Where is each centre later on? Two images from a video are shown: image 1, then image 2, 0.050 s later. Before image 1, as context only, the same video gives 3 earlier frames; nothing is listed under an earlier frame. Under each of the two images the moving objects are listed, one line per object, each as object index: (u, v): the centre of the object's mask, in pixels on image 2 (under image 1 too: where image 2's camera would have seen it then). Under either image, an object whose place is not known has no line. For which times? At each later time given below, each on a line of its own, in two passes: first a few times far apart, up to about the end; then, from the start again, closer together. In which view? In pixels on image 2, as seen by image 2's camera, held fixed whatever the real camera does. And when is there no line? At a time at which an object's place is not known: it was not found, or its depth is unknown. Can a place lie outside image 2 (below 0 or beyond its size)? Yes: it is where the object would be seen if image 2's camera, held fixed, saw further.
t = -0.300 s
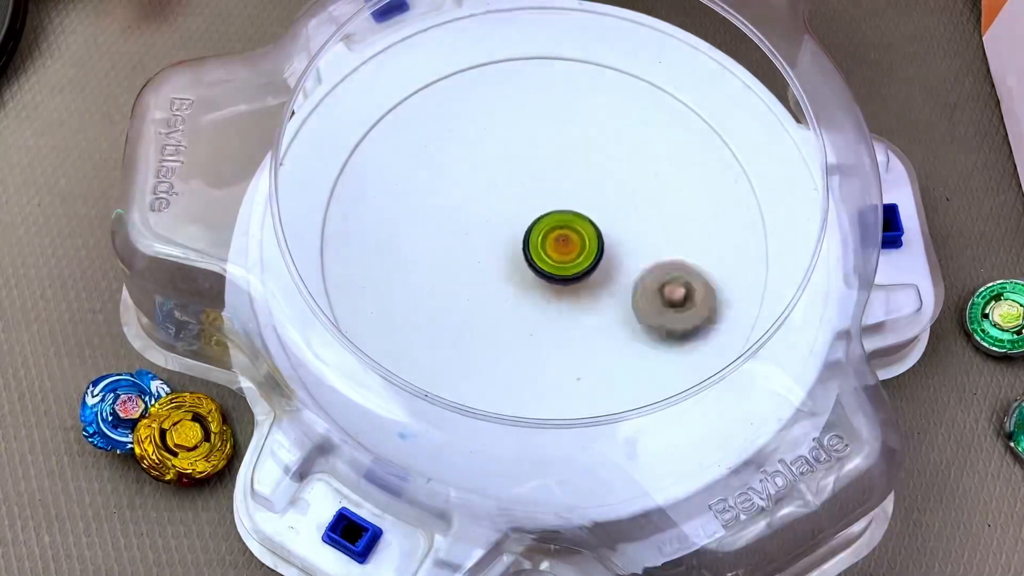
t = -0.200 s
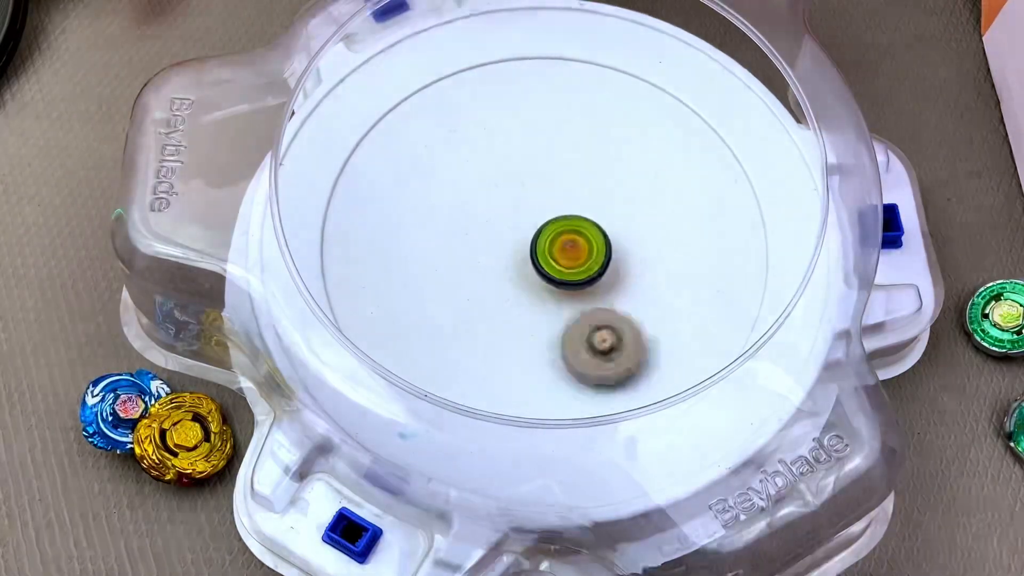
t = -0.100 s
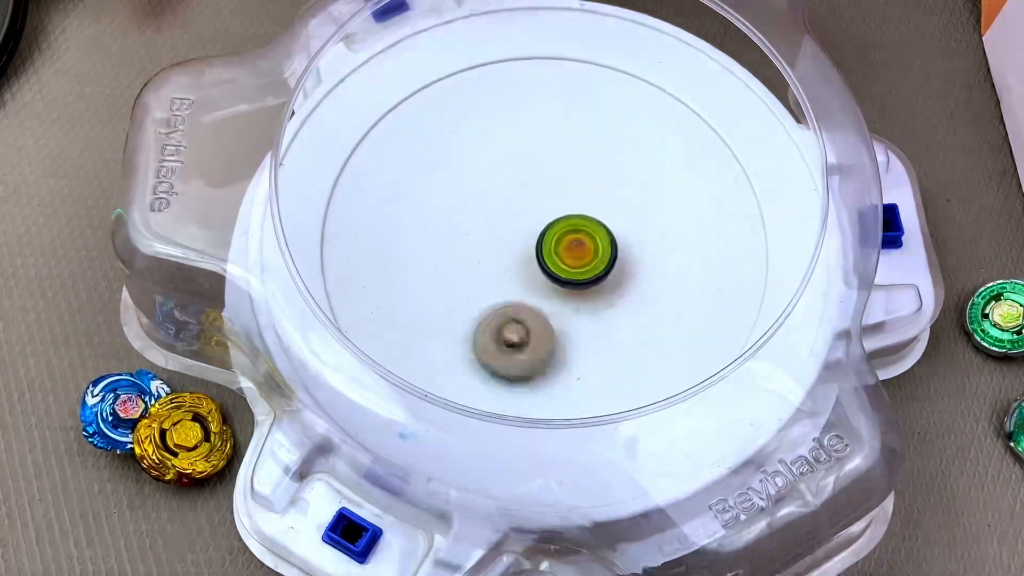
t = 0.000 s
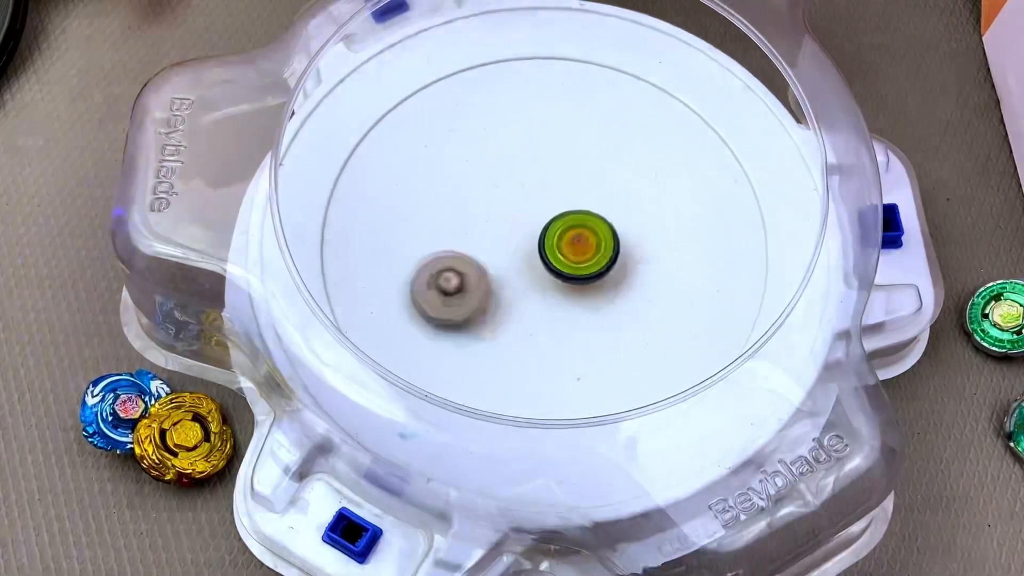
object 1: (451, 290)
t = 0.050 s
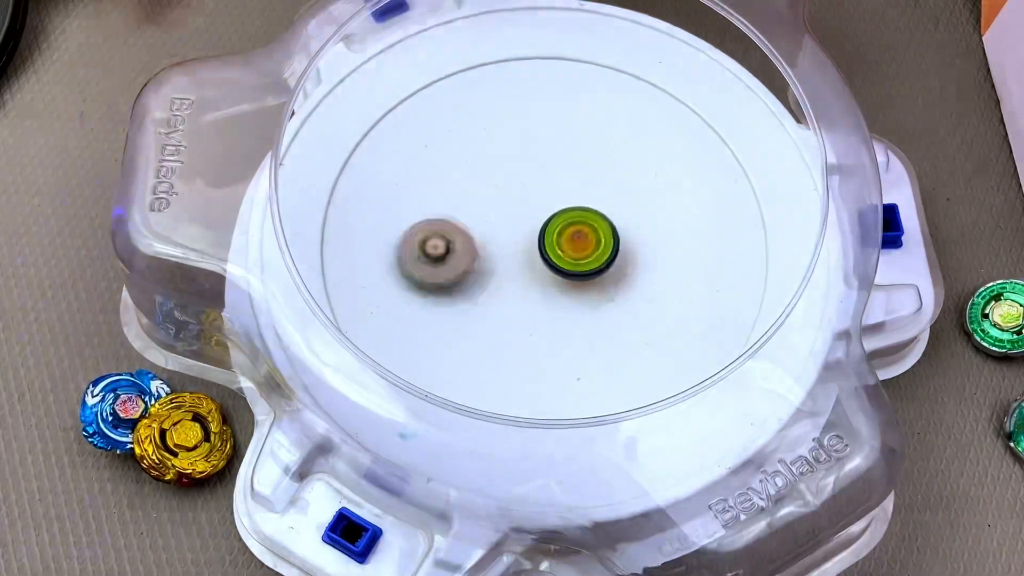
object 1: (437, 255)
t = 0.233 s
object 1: (498, 144)
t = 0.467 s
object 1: (663, 174)
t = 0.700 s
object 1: (612, 321)
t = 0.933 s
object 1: (450, 267)
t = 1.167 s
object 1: (505, 146)
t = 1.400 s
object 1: (653, 130)
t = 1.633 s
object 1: (697, 203)
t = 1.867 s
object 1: (660, 246)
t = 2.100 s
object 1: (649, 187)
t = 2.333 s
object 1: (572, 217)
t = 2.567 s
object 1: (656, 298)
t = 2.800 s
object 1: (798, 358)
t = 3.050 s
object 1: (599, 315)
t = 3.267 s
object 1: (486, 229)
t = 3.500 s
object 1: (505, 159)
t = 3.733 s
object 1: (578, 155)
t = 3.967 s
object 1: (604, 223)
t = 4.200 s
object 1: (559, 282)
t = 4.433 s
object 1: (494, 279)
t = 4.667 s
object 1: (502, 220)
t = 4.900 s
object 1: (579, 215)
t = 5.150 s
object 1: (615, 267)
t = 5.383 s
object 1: (560, 285)
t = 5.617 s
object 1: (538, 224)
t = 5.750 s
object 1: (560, 195)
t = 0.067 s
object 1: (435, 244)
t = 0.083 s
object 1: (435, 233)
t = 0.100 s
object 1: (437, 220)
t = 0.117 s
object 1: (440, 208)
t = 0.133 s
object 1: (444, 196)
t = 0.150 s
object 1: (451, 187)
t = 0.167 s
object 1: (458, 177)
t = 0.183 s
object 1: (467, 167)
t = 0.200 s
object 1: (476, 159)
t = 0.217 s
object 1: (487, 151)
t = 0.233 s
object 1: (498, 144)
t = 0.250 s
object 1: (510, 139)
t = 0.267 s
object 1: (522, 135)
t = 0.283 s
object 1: (535, 131)
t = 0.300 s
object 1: (548, 129)
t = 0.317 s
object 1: (561, 129)
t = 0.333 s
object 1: (574, 130)
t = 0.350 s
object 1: (588, 132)
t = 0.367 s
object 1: (600, 133)
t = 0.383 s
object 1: (613, 139)
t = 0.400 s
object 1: (625, 144)
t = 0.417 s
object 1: (635, 150)
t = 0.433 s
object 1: (646, 158)
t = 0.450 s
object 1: (655, 166)
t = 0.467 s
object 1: (663, 174)
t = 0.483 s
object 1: (670, 185)
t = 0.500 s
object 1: (673, 195)
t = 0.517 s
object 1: (678, 207)
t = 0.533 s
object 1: (679, 219)
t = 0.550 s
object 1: (679, 231)
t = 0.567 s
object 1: (677, 242)
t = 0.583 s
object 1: (674, 254)
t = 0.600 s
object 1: (670, 267)
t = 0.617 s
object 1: (665, 277)
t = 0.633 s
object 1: (655, 288)
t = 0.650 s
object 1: (646, 299)
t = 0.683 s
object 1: (624, 314)
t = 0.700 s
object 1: (612, 321)
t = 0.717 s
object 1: (600, 325)
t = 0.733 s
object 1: (585, 328)
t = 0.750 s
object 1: (570, 330)
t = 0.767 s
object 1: (556, 331)
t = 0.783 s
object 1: (542, 331)
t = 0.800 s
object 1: (528, 328)
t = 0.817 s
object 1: (516, 323)
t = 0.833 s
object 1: (505, 319)
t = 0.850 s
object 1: (492, 311)
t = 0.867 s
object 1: (481, 305)
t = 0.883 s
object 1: (470, 297)
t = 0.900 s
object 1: (462, 287)
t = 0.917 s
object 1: (456, 277)
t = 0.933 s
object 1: (450, 267)
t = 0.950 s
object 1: (445, 256)
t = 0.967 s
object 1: (442, 244)
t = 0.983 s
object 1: (441, 233)
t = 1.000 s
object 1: (441, 222)
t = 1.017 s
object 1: (443, 212)
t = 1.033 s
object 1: (447, 201)
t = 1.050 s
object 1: (452, 191)
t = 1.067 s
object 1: (457, 182)
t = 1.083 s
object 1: (464, 173)
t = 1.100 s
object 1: (471, 166)
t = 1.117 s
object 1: (478, 159)
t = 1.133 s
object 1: (487, 154)
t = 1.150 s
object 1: (497, 150)
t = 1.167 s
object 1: (505, 146)
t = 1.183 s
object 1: (516, 144)
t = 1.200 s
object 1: (525, 143)
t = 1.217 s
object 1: (534, 142)
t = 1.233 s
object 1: (545, 143)
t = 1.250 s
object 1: (555, 144)
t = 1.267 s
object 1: (564, 146)
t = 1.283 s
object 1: (574, 148)
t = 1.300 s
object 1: (583, 151)
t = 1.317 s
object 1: (592, 155)
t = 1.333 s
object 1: (603, 154)
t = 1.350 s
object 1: (617, 146)
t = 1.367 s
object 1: (630, 141)
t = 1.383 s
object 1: (642, 136)
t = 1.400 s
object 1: (653, 130)
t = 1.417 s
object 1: (662, 128)
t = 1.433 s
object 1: (672, 127)
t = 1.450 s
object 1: (680, 126)
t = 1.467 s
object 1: (686, 128)
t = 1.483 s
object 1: (692, 131)
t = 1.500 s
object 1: (696, 134)
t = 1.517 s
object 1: (699, 140)
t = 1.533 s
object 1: (701, 146)
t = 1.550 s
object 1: (703, 153)
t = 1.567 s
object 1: (703, 162)
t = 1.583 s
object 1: (704, 172)
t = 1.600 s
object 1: (702, 181)
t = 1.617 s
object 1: (700, 192)
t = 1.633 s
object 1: (697, 203)
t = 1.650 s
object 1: (693, 214)
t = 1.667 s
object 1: (688, 226)
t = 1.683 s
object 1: (683, 238)
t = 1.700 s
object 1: (677, 249)
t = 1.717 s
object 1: (670, 259)
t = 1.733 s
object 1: (661, 270)
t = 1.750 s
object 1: (650, 279)
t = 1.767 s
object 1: (639, 286)
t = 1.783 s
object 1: (628, 294)
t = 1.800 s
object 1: (627, 290)
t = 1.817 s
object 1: (636, 278)
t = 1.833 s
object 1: (646, 267)
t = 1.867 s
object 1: (660, 246)
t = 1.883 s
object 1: (664, 236)
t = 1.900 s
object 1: (667, 226)
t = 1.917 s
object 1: (670, 219)
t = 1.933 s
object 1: (671, 211)
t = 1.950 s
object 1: (671, 204)
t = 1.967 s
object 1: (670, 198)
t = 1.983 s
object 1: (669, 194)
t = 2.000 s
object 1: (667, 190)
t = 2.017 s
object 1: (665, 188)
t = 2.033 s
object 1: (662, 187)
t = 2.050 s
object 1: (659, 186)
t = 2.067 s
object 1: (656, 186)
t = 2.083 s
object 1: (652, 187)
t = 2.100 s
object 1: (649, 187)
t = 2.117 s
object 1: (647, 191)
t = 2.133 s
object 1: (643, 194)
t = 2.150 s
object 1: (639, 197)
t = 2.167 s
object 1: (635, 202)
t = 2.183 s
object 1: (630, 206)
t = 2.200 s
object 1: (625, 209)
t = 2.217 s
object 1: (618, 212)
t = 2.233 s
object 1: (612, 215)
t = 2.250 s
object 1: (605, 217)
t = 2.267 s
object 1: (598, 218)
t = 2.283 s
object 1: (592, 218)
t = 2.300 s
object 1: (585, 218)
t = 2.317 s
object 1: (580, 219)
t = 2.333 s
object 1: (572, 217)
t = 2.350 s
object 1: (564, 216)
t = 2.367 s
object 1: (581, 219)
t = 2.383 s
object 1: (628, 226)
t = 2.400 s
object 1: (674, 230)
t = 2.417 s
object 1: (715, 233)
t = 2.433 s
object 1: (758, 233)
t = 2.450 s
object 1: (791, 232)
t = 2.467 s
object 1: (796, 233)
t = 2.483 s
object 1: (784, 246)
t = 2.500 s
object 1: (762, 257)
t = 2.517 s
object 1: (738, 269)
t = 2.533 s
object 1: (709, 285)
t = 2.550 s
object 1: (680, 292)
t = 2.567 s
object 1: (656, 298)
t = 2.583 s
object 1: (628, 306)
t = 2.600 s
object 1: (600, 314)
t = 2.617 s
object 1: (577, 317)
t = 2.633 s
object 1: (552, 321)
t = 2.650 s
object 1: (564, 328)
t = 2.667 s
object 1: (593, 335)
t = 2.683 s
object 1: (624, 345)
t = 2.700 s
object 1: (656, 355)
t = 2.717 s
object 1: (682, 354)
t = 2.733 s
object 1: (711, 361)
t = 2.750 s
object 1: (738, 364)
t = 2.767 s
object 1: (758, 362)
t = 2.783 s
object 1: (781, 361)
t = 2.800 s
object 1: (798, 358)
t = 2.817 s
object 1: (801, 360)
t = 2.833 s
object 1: (790, 359)
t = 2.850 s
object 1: (776, 358)
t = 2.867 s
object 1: (763, 356)
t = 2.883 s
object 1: (751, 354)
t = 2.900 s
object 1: (736, 351)
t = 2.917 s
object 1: (723, 351)
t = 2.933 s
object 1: (708, 347)
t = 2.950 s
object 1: (691, 343)
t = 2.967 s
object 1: (677, 341)
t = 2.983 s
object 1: (663, 337)
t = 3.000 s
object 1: (646, 332)
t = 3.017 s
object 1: (630, 326)
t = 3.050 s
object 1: (599, 315)
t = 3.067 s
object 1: (583, 308)
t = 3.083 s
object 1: (570, 302)
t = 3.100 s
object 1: (557, 295)
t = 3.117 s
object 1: (546, 288)
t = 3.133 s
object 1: (535, 281)
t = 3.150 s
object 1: (523, 275)
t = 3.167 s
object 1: (515, 268)
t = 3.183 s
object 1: (508, 261)
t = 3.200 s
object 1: (500, 253)
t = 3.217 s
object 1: (495, 248)
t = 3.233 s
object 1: (492, 241)
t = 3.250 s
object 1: (488, 234)
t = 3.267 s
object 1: (486, 229)
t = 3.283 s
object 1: (485, 223)
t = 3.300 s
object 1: (484, 217)
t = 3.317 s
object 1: (483, 212)
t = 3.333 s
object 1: (483, 207)
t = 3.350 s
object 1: (484, 201)
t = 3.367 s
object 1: (485, 196)
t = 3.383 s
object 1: (486, 191)
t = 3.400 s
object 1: (488, 186)
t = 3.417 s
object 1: (490, 182)
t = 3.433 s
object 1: (492, 176)
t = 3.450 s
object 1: (495, 171)
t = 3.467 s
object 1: (497, 167)
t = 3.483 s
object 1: (502, 163)
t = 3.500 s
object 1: (505, 159)
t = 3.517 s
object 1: (509, 157)
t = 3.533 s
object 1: (514, 154)
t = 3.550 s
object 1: (519, 152)
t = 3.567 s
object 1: (524, 150)
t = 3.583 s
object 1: (529, 148)
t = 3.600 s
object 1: (534, 146)
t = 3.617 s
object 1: (539, 146)
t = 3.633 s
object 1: (545, 146)
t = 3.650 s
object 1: (550, 146)
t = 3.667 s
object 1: (556, 146)
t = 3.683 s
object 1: (562, 148)
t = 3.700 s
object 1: (568, 149)
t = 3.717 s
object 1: (573, 152)
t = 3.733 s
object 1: (578, 155)
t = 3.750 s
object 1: (583, 158)
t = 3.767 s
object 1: (587, 161)
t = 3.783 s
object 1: (591, 166)
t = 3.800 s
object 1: (596, 171)
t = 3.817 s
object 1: (599, 176)
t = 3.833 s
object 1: (601, 180)
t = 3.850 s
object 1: (605, 186)
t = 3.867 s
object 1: (606, 191)
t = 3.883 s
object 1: (607, 196)
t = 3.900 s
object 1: (607, 201)
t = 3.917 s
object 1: (607, 208)
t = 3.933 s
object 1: (607, 213)
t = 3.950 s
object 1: (605, 218)
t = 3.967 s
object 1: (604, 223)
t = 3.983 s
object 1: (602, 229)
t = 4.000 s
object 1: (600, 234)
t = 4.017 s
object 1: (599, 239)
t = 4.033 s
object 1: (596, 244)
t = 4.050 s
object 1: (594, 250)
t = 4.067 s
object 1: (590, 253)
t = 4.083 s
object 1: (586, 257)
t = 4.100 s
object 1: (584, 263)
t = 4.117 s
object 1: (581, 266)
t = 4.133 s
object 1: (576, 270)
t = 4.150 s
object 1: (572, 273)
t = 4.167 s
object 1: (568, 277)
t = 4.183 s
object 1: (564, 280)
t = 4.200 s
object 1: (559, 282)
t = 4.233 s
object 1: (550, 286)
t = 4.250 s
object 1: (544, 287)
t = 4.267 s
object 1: (540, 289)
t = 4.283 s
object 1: (535, 289)
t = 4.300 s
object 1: (529, 290)
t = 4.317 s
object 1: (525, 291)
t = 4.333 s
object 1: (520, 290)
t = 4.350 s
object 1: (514, 289)
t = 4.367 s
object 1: (510, 288)
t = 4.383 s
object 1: (506, 287)
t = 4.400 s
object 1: (501, 284)
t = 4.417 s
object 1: (497, 282)
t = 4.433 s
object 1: (494, 279)
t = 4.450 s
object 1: (490, 276)
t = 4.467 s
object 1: (488, 272)
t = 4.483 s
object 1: (486, 268)
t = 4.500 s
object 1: (484, 263)
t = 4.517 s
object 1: (483, 259)
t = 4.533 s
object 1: (483, 254)
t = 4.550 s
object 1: (483, 249)
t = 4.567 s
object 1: (485, 244)
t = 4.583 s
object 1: (486, 240)
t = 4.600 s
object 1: (488, 236)
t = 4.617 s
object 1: (491, 231)
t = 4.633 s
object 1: (495, 227)
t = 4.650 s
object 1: (499, 223)
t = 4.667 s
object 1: (502, 220)
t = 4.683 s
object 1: (507, 218)
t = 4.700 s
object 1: (513, 214)
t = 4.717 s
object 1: (518, 213)
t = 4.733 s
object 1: (523, 211)
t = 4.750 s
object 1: (529, 210)
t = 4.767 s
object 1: (534, 209)
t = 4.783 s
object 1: (540, 210)
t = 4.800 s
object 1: (546, 209)
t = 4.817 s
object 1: (552, 211)
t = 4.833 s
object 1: (557, 211)
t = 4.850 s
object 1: (563, 211)
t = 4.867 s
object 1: (568, 212)
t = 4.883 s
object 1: (574, 214)
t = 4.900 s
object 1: (579, 215)
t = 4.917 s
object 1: (583, 217)
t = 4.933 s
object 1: (588, 219)
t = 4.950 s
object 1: (592, 222)
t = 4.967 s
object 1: (596, 224)
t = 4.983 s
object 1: (600, 228)
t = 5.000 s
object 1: (603, 232)
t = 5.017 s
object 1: (606, 235)
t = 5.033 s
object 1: (608, 239)
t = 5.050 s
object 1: (611, 243)
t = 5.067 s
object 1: (613, 246)
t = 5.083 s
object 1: (614, 250)
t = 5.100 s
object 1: (615, 254)
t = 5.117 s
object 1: (616, 258)
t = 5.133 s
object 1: (615, 262)
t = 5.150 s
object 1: (615, 267)
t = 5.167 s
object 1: (614, 271)
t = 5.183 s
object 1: (613, 275)
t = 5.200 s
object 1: (610, 280)
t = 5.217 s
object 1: (607, 284)
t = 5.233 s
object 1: (603, 286)
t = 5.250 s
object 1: (600, 288)
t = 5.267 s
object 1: (595, 291)
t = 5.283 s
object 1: (591, 292)
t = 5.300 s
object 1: (586, 292)
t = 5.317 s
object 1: (580, 291)
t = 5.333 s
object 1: (575, 291)
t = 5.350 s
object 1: (569, 289)
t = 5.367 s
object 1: (565, 287)
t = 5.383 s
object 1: (560, 285)
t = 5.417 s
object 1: (552, 278)
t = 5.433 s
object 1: (549, 274)
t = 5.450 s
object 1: (545, 270)
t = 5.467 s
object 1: (543, 265)
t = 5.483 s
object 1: (541, 261)
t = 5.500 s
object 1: (539, 256)
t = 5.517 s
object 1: (538, 252)
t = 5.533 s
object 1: (537, 247)
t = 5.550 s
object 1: (536, 242)
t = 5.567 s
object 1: (537, 237)
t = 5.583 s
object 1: (537, 232)
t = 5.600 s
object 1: (538, 228)
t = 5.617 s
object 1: (538, 224)
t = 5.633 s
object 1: (540, 219)
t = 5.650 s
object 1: (543, 215)
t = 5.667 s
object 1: (544, 211)
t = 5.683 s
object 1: (547, 208)
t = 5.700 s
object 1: (550, 204)
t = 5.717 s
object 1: (553, 202)
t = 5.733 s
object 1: (556, 198)
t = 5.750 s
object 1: (560, 195)
